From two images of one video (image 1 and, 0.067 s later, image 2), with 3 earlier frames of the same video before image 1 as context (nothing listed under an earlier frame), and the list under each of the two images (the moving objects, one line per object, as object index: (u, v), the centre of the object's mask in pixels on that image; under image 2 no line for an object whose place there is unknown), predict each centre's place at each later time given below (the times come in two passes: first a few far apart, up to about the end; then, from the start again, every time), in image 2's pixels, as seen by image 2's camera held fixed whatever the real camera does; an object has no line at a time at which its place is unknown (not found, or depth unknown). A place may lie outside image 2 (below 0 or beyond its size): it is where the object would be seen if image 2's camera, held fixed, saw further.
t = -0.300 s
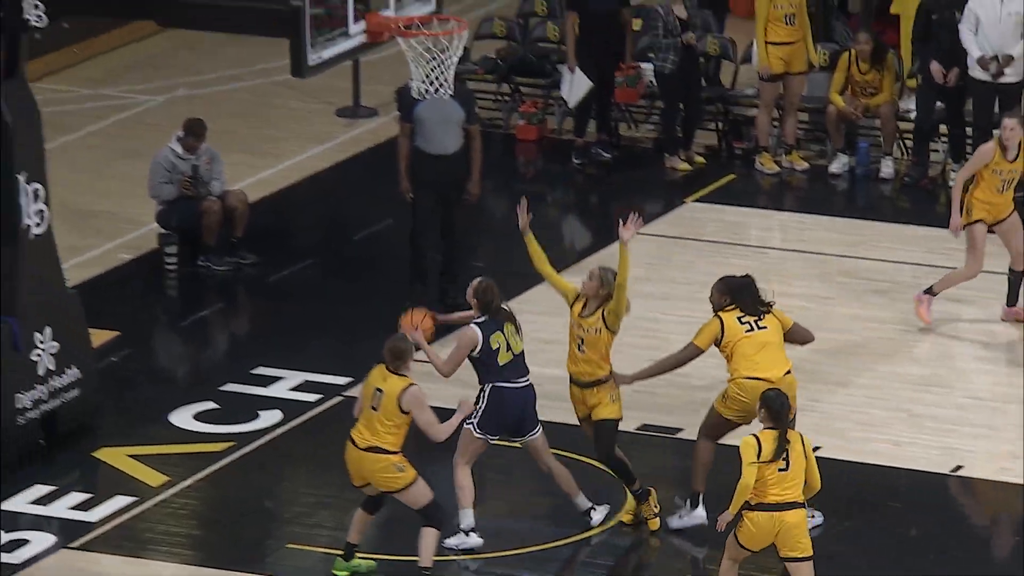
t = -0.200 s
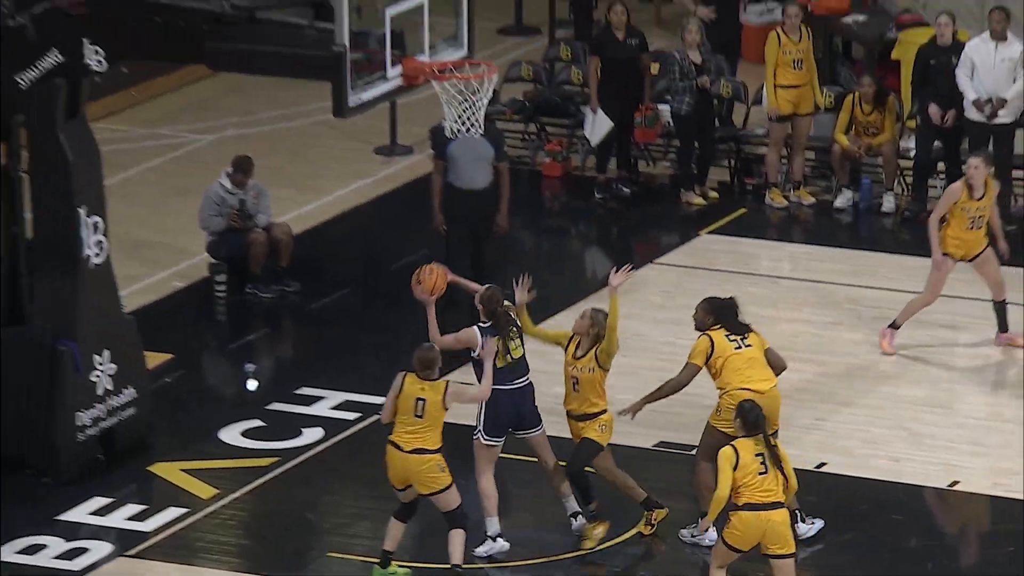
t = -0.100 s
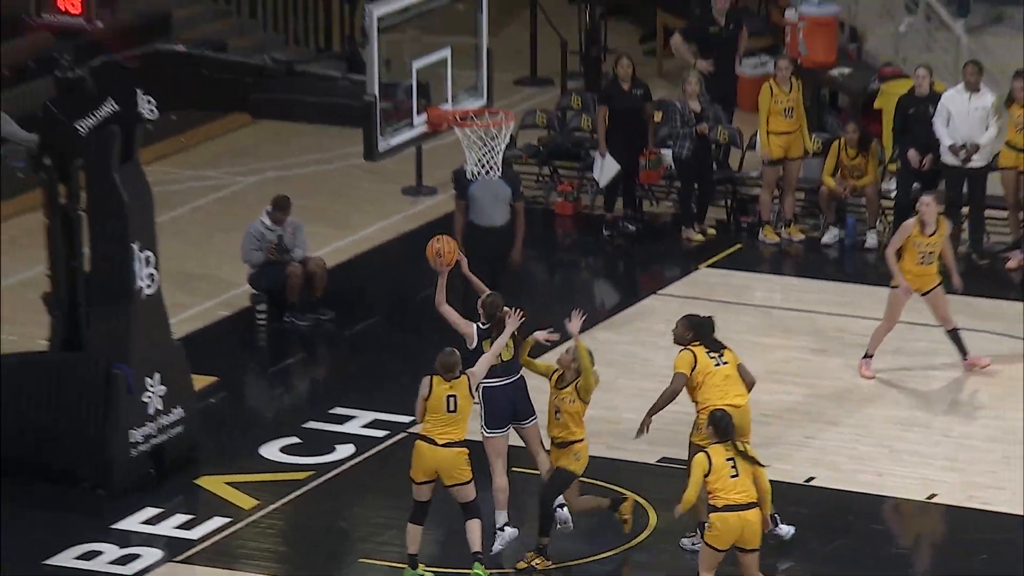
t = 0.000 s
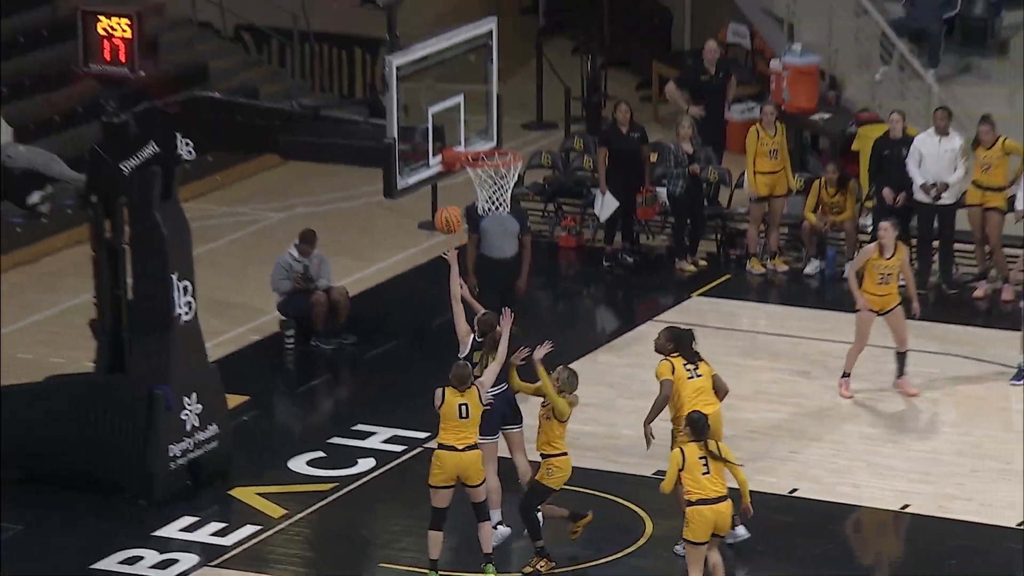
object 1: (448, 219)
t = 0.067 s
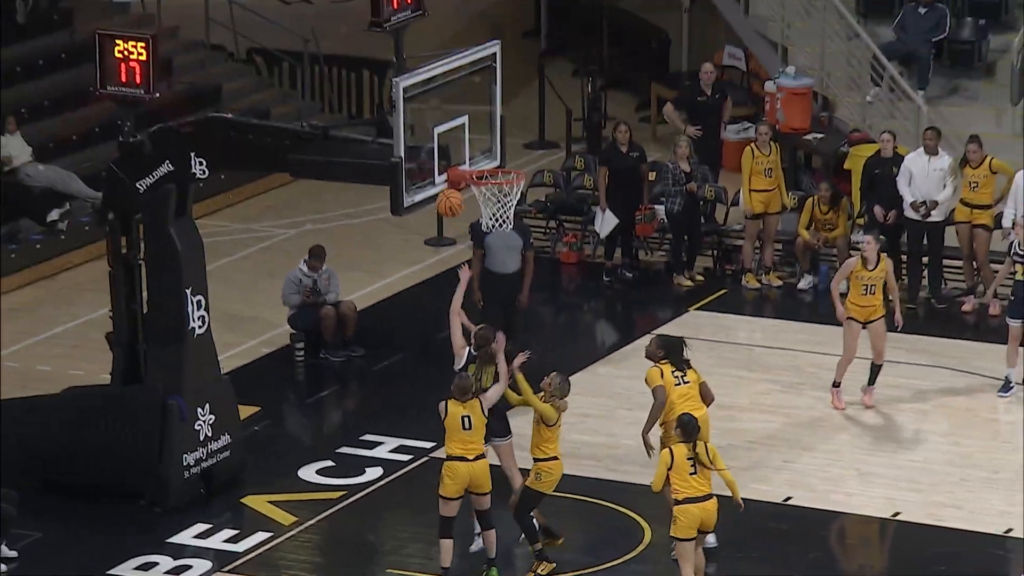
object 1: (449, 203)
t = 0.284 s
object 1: (451, 141)
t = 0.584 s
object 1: (499, 173)
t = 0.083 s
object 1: (449, 195)
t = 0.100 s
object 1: (448, 188)
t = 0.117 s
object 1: (447, 181)
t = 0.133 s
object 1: (447, 175)
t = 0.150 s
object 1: (445, 168)
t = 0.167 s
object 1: (445, 162)
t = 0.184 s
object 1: (444, 157)
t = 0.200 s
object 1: (443, 152)
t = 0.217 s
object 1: (442, 148)
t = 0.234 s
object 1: (443, 146)
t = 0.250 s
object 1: (446, 144)
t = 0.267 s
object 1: (448, 142)
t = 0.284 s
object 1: (451, 141)
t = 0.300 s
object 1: (453, 140)
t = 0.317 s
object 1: (457, 139)
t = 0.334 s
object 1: (459, 139)
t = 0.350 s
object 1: (462, 139)
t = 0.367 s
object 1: (466, 139)
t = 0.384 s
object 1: (467, 140)
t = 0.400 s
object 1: (469, 142)
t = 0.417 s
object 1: (472, 144)
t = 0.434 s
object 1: (475, 145)
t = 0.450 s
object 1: (477, 148)
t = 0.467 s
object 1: (480, 150)
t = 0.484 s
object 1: (483, 153)
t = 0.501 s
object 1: (485, 156)
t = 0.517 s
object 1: (489, 160)
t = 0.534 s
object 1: (491, 162)
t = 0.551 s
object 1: (494, 167)
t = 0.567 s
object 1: (496, 170)
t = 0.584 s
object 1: (499, 173)
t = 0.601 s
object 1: (502, 180)
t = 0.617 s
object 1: (505, 185)
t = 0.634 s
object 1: (508, 192)
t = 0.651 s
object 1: (511, 197)
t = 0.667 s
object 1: (512, 201)
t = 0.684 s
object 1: (513, 206)
